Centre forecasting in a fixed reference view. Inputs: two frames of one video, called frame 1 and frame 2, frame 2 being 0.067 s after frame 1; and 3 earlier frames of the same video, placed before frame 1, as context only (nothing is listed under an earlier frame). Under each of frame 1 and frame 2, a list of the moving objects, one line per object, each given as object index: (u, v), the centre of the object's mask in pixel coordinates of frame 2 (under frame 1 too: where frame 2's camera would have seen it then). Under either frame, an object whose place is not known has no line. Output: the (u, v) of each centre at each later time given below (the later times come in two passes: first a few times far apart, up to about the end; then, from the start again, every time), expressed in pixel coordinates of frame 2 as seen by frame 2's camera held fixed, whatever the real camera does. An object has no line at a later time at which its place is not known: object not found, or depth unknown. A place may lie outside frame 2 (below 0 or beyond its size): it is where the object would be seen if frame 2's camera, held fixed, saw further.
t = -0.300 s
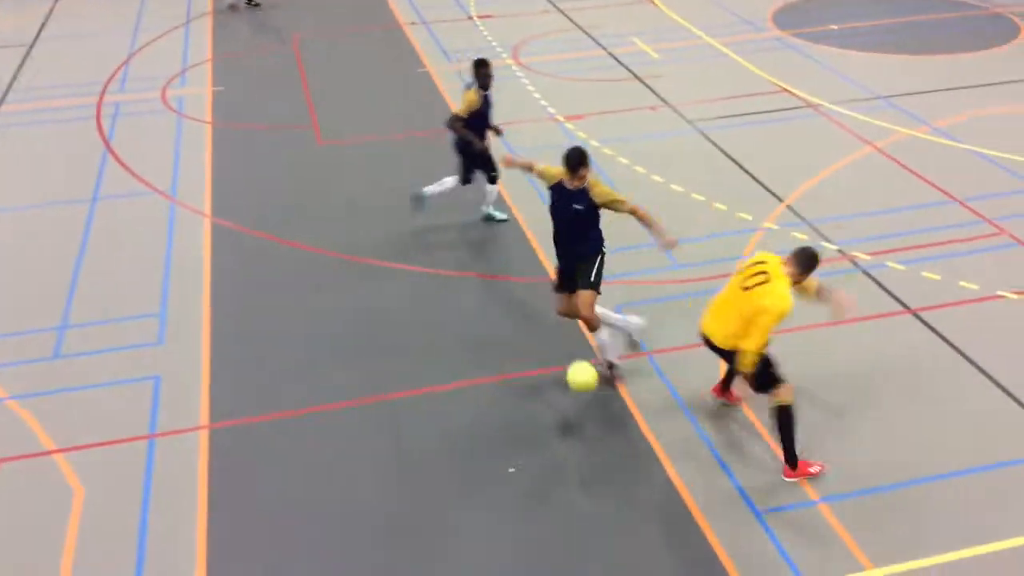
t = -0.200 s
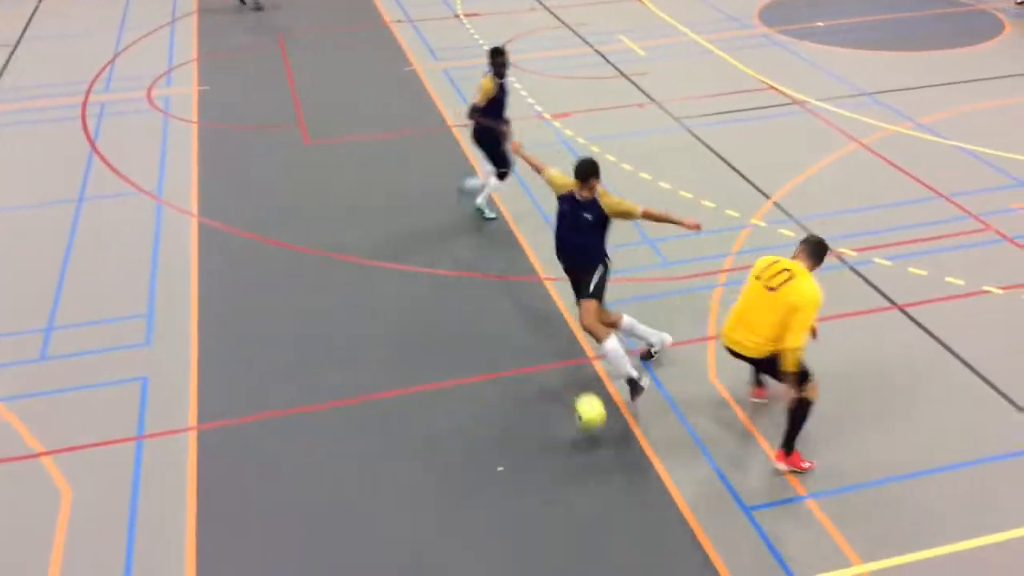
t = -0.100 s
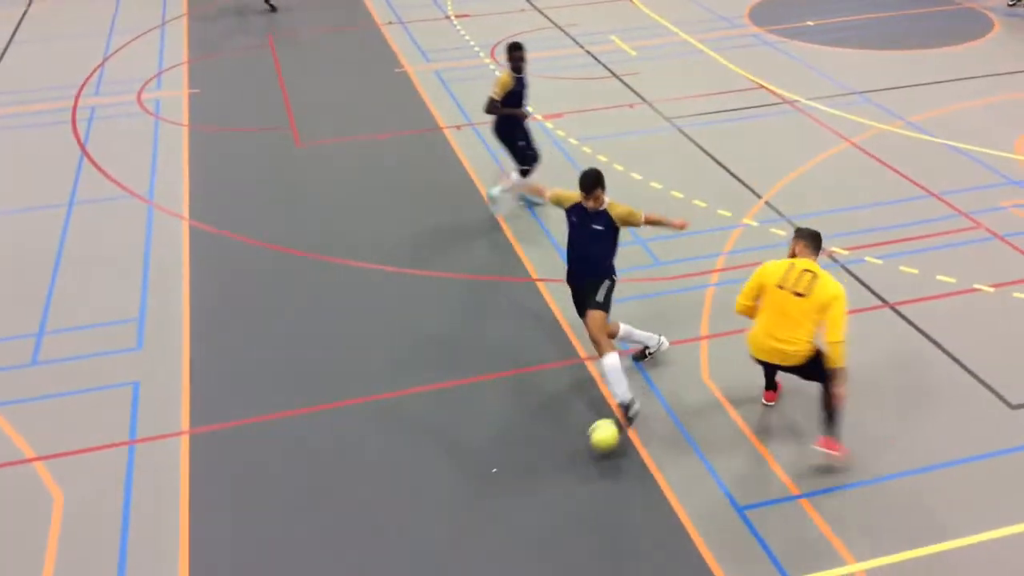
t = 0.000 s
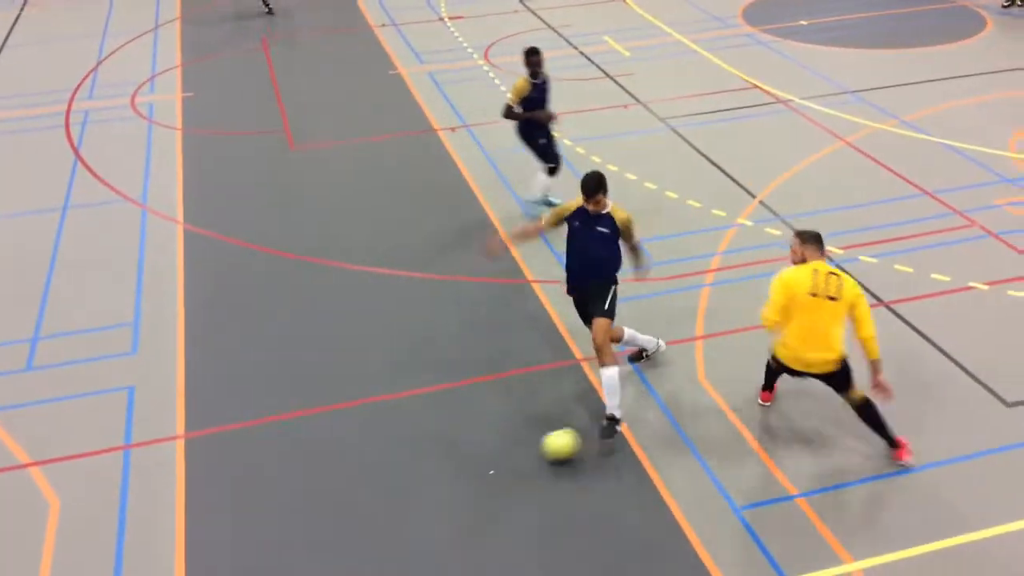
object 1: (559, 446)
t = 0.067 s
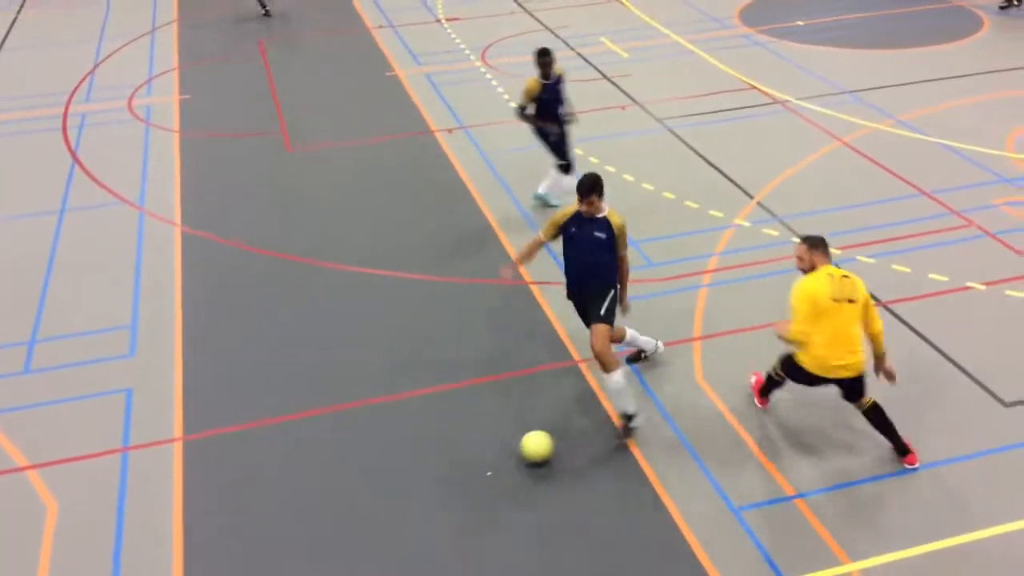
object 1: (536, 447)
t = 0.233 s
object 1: (487, 454)
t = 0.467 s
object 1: (425, 463)
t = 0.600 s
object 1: (389, 468)
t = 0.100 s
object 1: (525, 448)
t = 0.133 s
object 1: (515, 451)
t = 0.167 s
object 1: (505, 453)
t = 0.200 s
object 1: (497, 453)
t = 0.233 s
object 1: (487, 454)
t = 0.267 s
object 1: (478, 456)
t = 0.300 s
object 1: (469, 457)
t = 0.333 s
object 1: (461, 458)
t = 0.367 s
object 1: (451, 459)
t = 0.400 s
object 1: (442, 460)
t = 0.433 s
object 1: (433, 462)
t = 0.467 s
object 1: (425, 463)
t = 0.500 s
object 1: (416, 463)
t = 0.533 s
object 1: (407, 465)
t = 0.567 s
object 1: (398, 466)
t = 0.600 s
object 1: (389, 468)
